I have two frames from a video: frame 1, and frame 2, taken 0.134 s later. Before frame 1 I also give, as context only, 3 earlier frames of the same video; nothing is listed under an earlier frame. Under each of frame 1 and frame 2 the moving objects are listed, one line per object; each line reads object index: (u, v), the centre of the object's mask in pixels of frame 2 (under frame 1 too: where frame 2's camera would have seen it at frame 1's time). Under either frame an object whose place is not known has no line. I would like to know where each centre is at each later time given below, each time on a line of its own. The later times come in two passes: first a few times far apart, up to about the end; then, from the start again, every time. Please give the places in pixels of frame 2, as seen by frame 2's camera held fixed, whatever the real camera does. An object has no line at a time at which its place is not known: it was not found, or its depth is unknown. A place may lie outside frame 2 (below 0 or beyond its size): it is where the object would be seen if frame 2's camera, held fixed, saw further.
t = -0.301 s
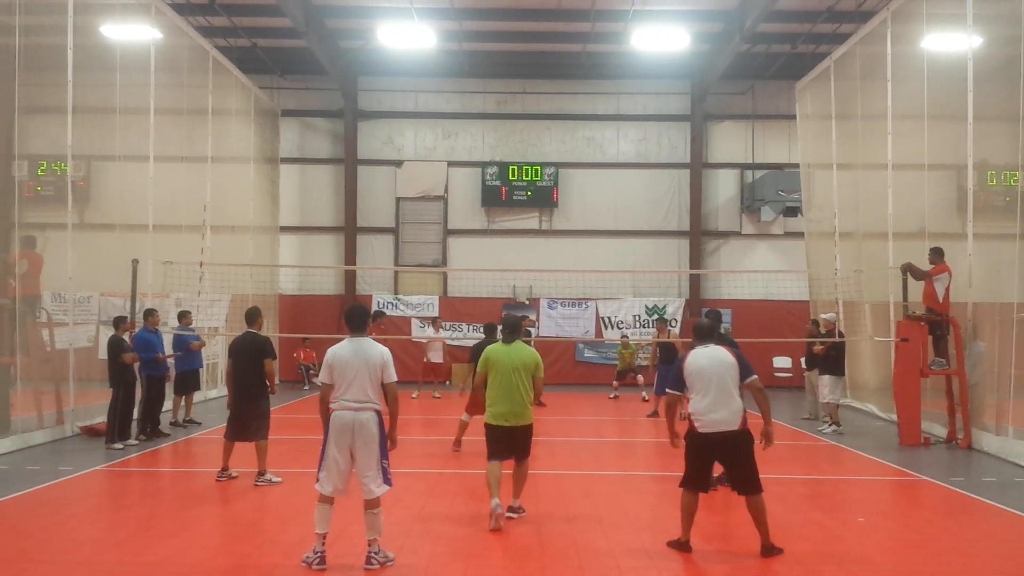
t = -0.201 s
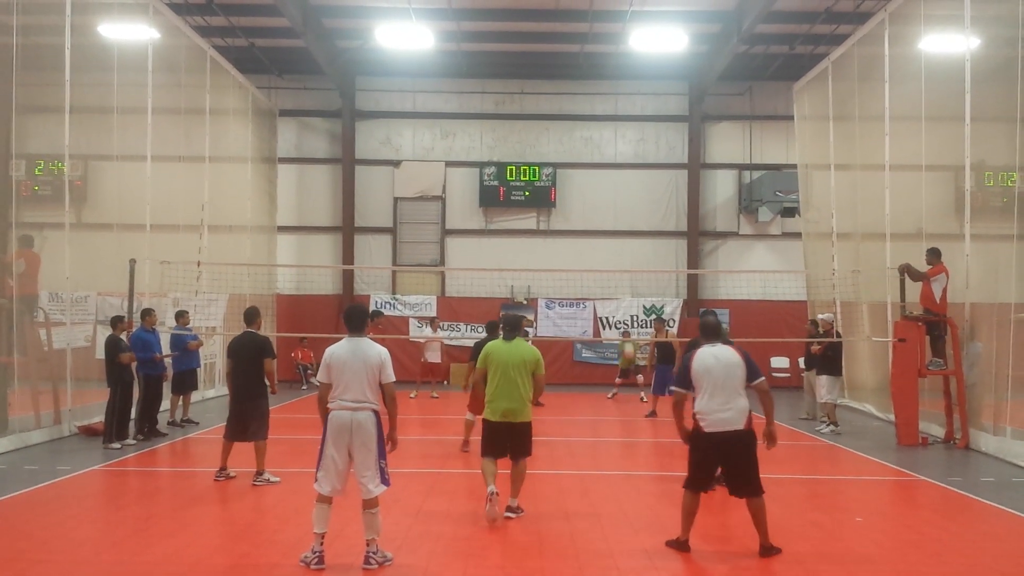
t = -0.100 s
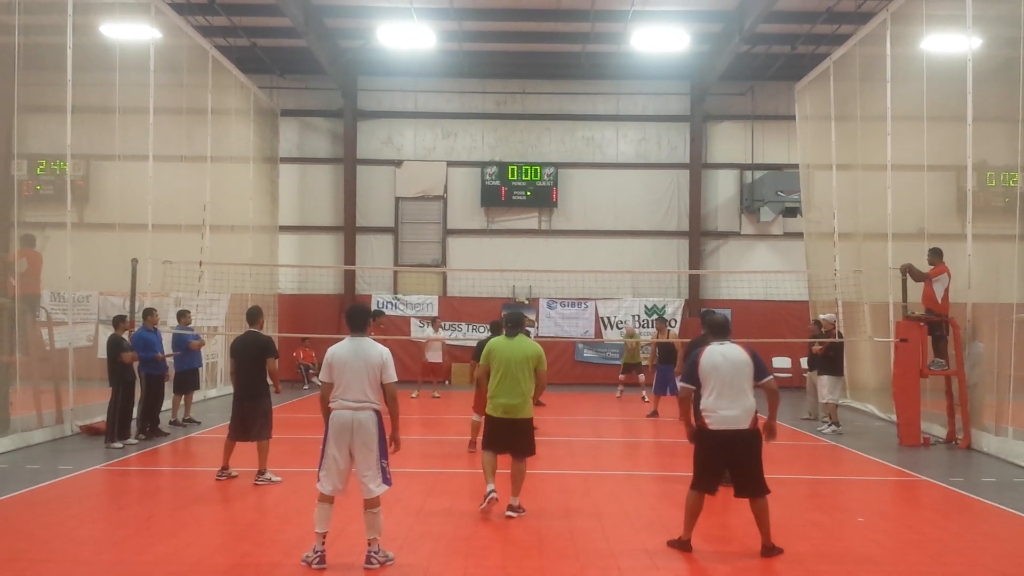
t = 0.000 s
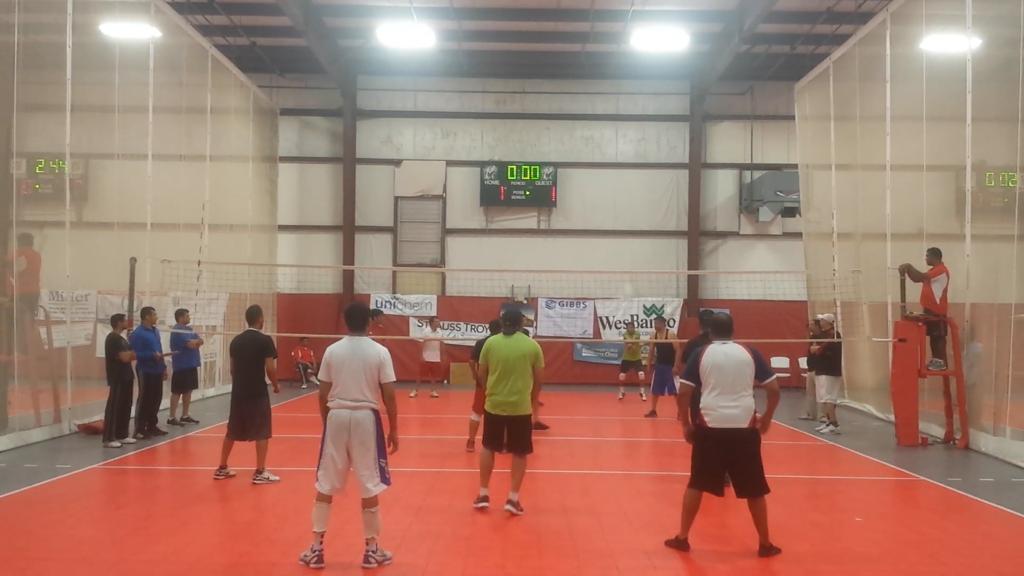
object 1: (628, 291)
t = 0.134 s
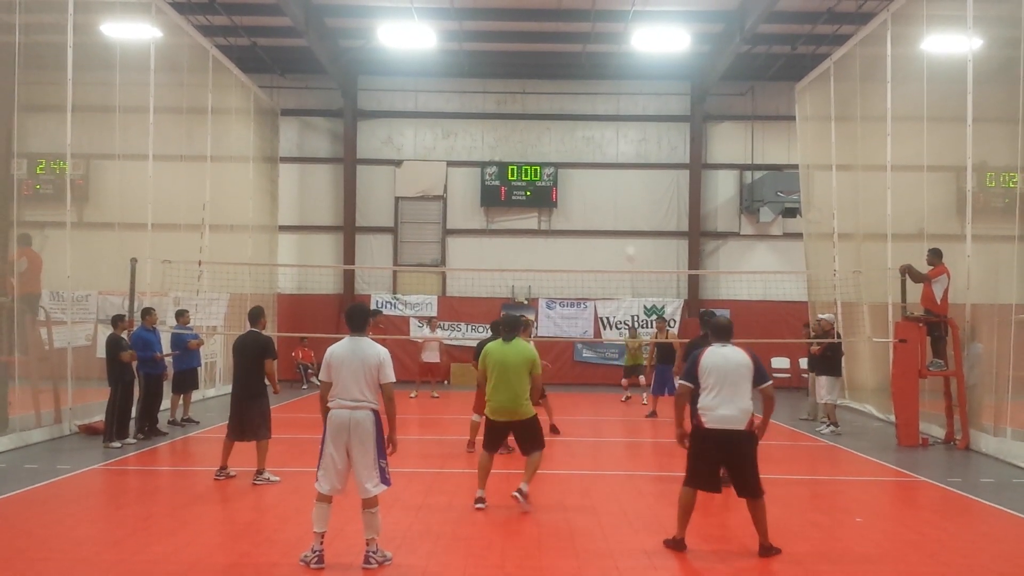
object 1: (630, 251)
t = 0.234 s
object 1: (633, 228)
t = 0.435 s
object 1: (638, 188)
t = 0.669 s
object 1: (645, 163)
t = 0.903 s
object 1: (651, 171)
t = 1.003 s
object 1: (655, 192)
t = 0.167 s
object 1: (631, 240)
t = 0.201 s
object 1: (633, 236)
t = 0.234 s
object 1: (633, 228)
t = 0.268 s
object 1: (633, 220)
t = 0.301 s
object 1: (634, 212)
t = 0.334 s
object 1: (635, 206)
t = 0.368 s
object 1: (636, 199)
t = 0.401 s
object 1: (637, 193)
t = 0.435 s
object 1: (638, 188)
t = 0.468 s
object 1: (639, 183)
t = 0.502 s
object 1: (640, 178)
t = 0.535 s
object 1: (641, 174)
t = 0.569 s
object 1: (642, 170)
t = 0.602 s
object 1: (643, 167)
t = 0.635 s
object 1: (644, 164)
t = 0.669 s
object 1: (645, 163)
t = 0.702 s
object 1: (645, 161)
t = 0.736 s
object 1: (646, 161)
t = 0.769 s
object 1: (648, 161)
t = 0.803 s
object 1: (649, 162)
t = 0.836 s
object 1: (650, 164)
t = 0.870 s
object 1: (650, 167)
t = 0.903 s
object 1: (651, 171)
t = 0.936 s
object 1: (653, 176)
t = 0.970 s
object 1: (654, 184)
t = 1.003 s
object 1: (655, 192)
